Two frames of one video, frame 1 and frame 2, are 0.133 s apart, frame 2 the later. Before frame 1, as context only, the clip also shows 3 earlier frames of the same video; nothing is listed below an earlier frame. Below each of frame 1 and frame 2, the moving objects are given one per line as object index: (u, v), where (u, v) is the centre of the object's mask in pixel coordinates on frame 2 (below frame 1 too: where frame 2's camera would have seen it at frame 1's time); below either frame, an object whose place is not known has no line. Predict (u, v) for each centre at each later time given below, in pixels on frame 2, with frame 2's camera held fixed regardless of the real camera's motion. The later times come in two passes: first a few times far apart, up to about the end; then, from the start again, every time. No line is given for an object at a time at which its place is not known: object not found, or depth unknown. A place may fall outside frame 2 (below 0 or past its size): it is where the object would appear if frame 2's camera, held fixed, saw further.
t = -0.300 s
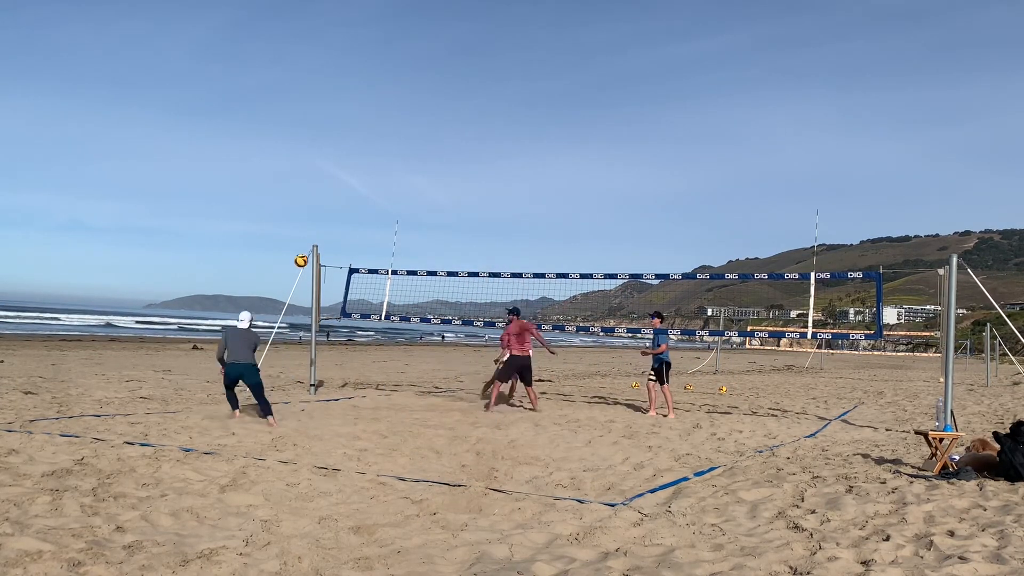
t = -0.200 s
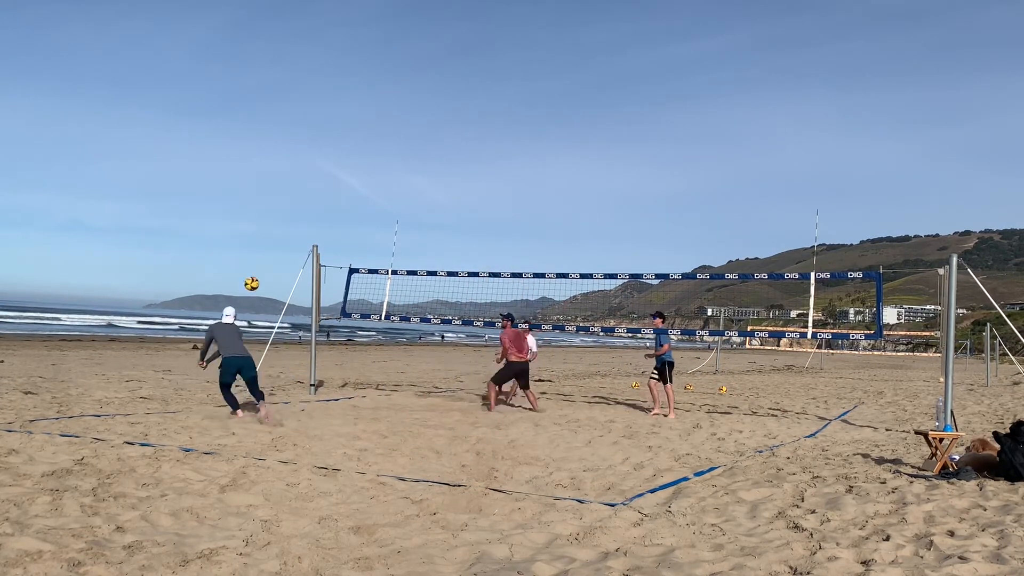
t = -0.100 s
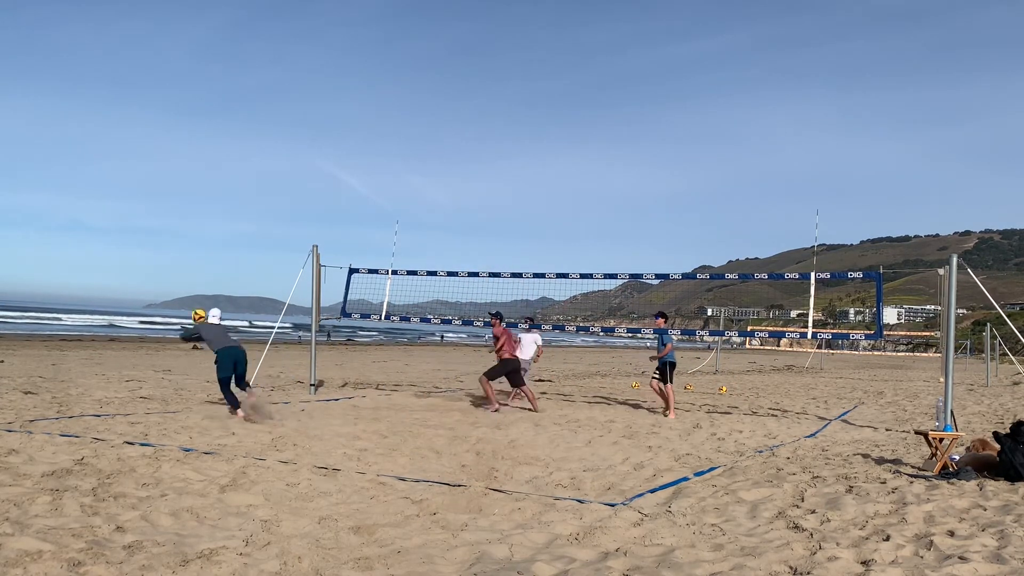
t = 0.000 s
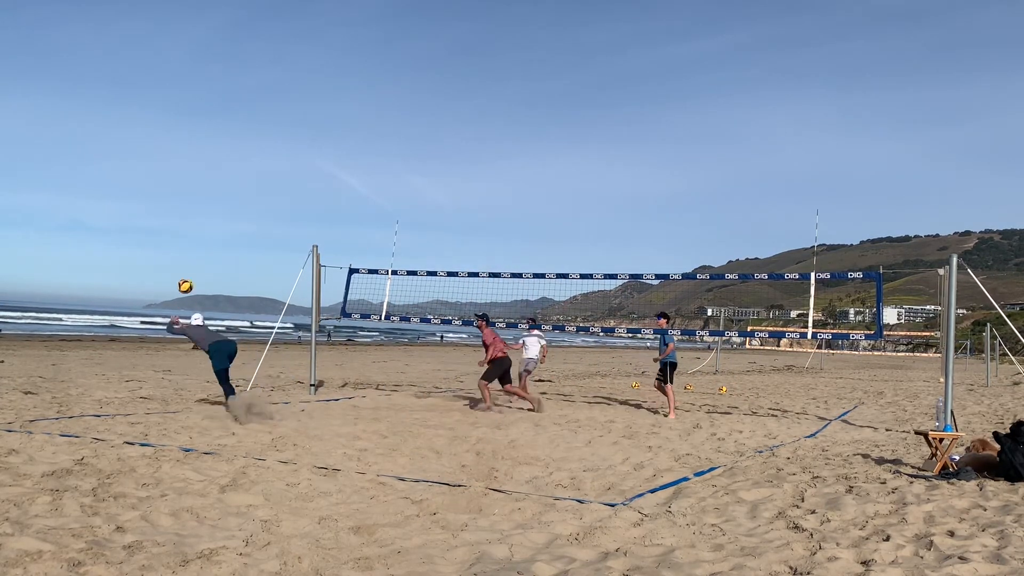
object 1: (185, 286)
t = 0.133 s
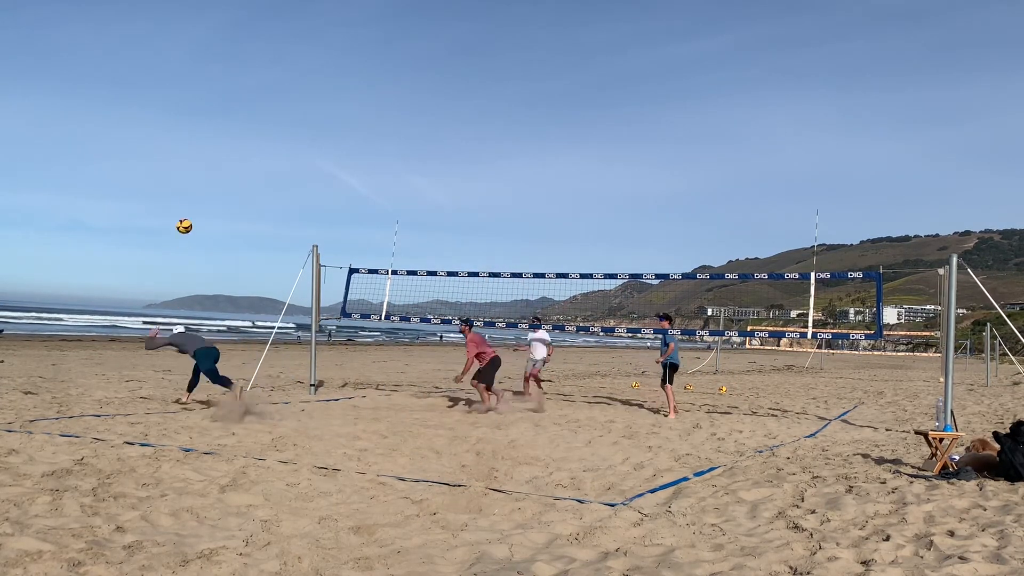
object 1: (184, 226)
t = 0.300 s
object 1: (181, 169)
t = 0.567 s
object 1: (173, 116)
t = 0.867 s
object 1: (158, 118)
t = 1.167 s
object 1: (137, 187)
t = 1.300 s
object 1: (127, 241)
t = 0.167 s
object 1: (184, 213)
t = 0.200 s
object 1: (183, 201)
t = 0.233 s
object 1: (183, 189)
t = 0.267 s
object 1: (182, 179)
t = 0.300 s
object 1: (181, 169)
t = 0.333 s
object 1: (180, 160)
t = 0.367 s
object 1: (179, 151)
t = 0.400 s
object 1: (179, 144)
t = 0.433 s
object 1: (178, 137)
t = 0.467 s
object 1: (176, 131)
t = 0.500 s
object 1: (175, 125)
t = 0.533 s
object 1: (174, 120)
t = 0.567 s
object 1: (173, 116)
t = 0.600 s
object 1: (171, 113)
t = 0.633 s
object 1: (170, 111)
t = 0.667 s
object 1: (168, 110)
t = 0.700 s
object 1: (167, 109)
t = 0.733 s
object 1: (165, 109)
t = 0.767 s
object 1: (163, 110)
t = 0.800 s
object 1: (162, 112)
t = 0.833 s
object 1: (160, 114)
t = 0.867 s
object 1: (158, 118)
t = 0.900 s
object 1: (156, 122)
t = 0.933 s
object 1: (154, 127)
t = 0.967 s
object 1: (151, 133)
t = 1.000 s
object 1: (149, 140)
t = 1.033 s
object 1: (147, 147)
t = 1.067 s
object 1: (145, 156)
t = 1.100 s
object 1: (143, 165)
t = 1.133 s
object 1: (140, 176)
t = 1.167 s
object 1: (137, 187)
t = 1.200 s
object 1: (135, 199)
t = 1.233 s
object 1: (132, 212)
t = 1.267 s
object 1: (129, 226)
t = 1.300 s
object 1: (127, 241)
